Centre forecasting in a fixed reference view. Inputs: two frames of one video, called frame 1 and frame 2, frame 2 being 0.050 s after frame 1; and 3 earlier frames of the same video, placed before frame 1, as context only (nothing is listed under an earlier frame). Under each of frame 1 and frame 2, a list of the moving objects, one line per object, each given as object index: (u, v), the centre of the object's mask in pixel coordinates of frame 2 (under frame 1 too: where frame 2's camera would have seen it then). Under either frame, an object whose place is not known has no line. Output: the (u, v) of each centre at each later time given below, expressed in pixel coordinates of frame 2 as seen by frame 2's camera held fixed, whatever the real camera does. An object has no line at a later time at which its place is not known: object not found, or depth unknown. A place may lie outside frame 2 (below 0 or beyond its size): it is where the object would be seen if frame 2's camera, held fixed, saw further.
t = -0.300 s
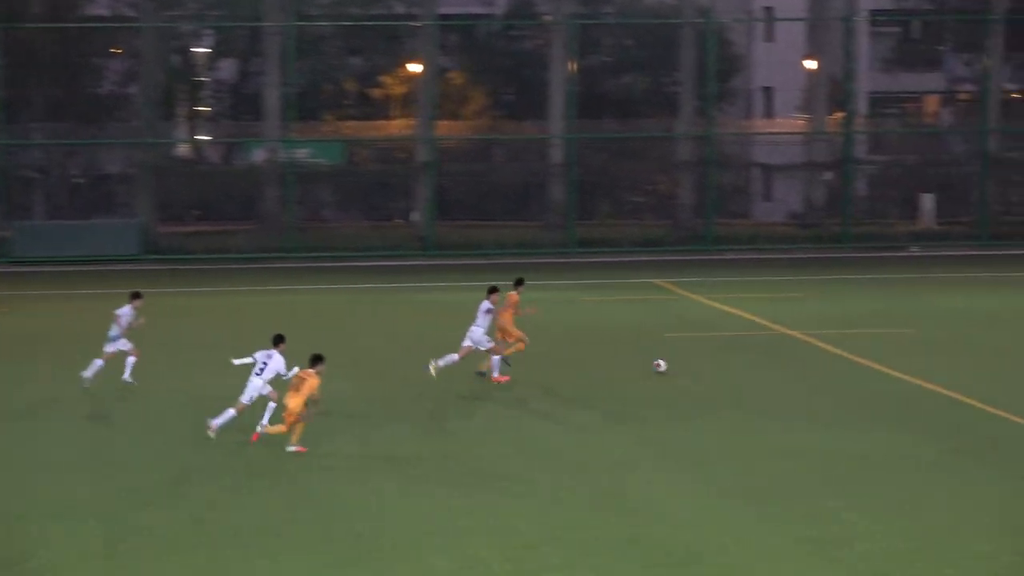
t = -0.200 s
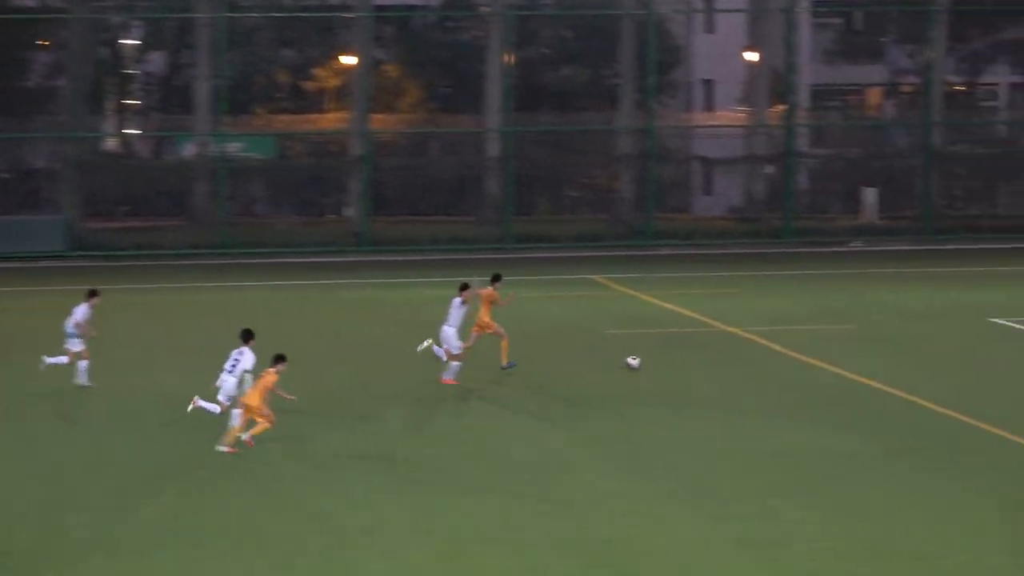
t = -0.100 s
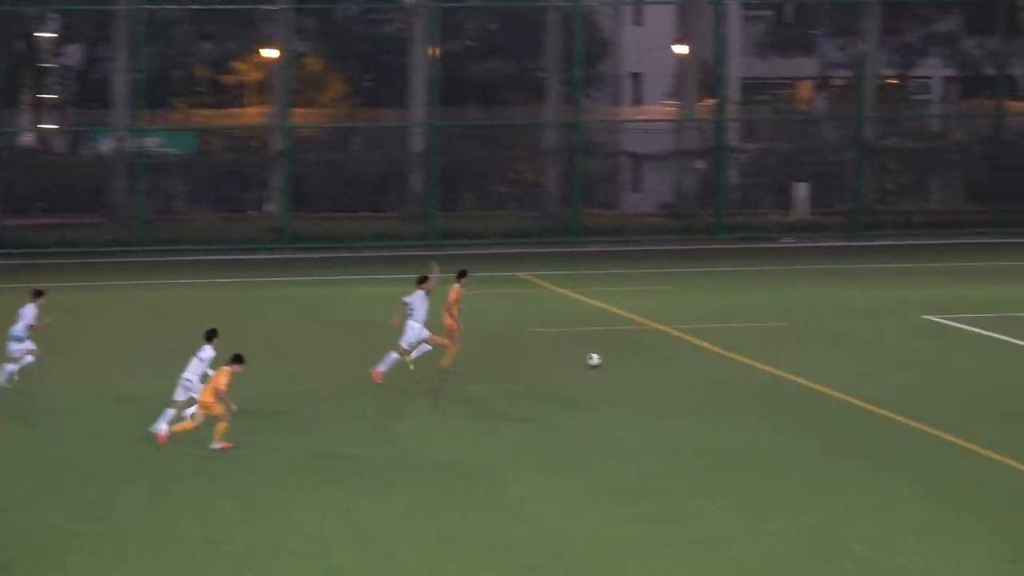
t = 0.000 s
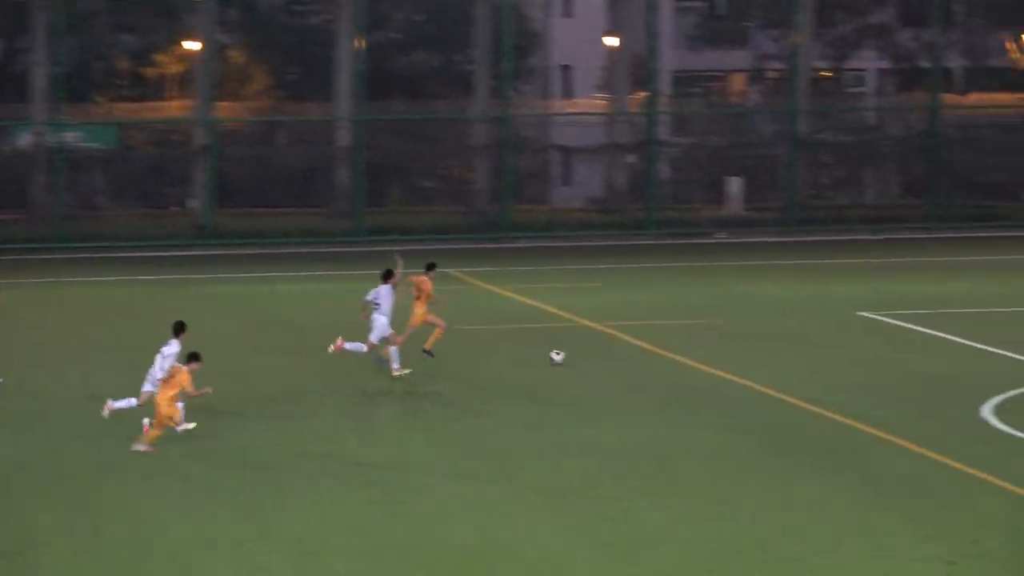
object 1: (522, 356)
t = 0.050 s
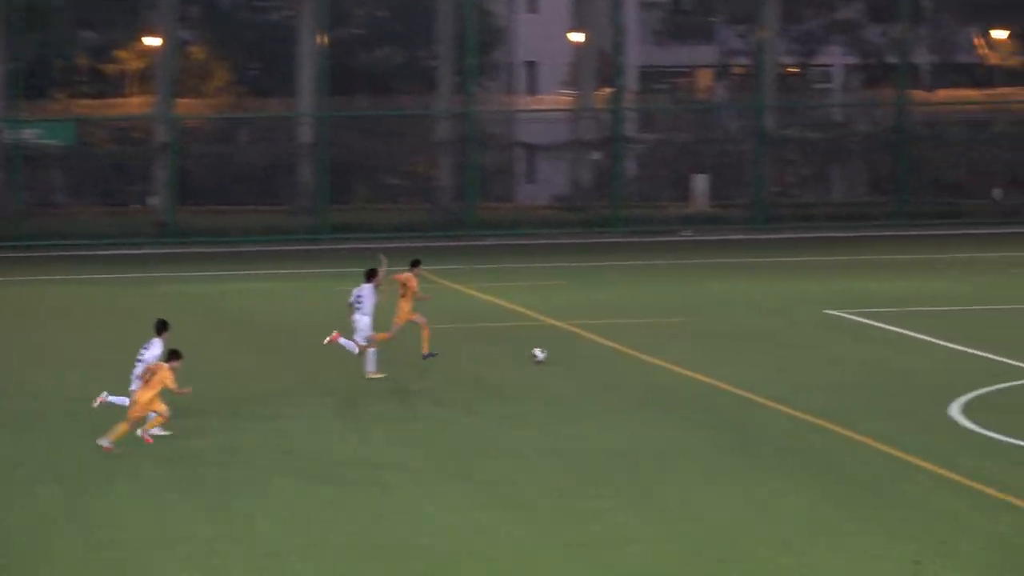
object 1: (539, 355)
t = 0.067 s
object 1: (543, 355)
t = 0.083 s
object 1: (549, 354)
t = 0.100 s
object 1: (555, 354)
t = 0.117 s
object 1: (560, 354)
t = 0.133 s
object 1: (566, 354)
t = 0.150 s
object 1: (570, 353)
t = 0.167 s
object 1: (576, 353)
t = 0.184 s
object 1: (582, 352)
